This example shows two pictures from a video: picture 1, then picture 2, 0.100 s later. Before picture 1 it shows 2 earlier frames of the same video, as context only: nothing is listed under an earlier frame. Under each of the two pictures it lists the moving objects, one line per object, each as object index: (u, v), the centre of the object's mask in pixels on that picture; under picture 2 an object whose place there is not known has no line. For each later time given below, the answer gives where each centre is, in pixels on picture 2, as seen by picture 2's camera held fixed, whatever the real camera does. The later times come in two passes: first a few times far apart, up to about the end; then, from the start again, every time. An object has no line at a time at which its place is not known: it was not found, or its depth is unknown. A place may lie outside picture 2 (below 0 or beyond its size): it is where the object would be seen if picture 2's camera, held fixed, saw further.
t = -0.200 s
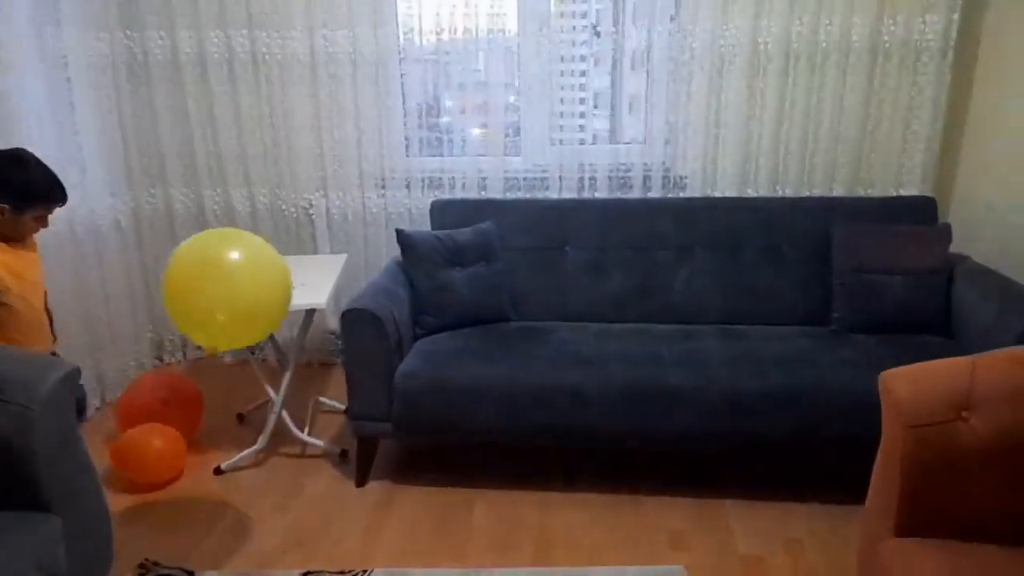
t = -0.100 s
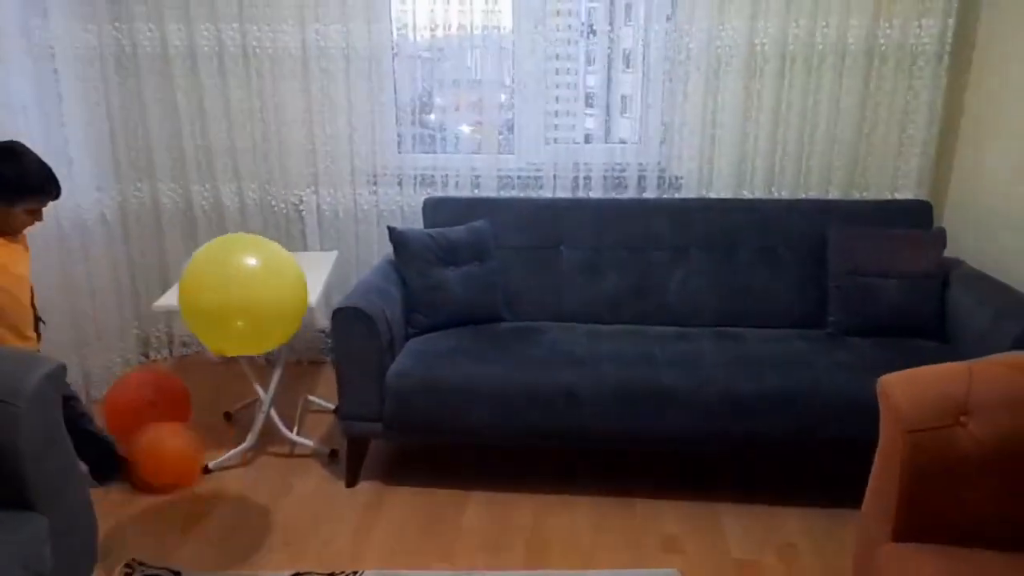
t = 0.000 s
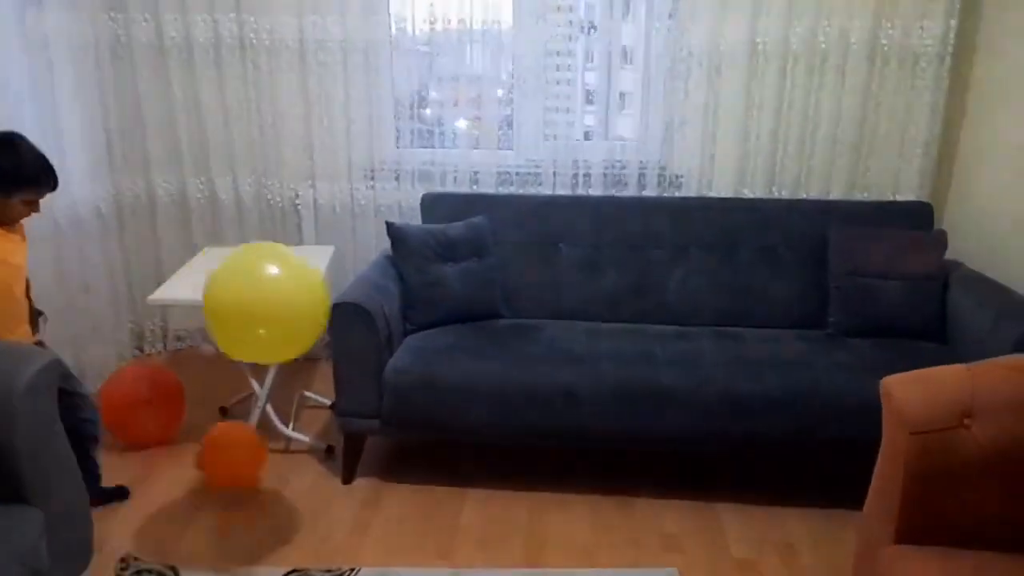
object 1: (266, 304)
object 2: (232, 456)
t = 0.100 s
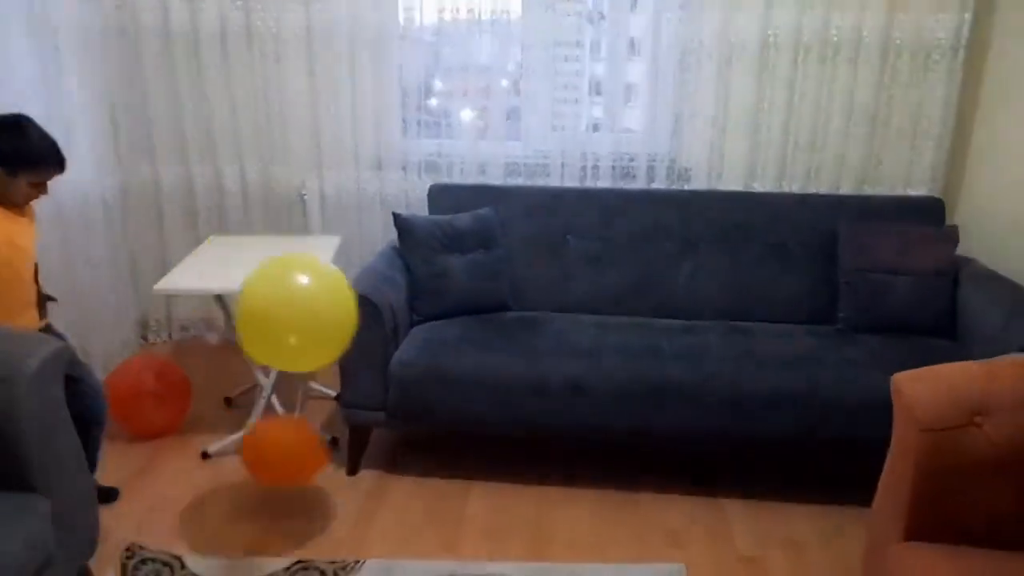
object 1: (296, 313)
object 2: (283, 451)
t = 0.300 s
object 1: (336, 360)
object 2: (376, 485)
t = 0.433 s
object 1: (360, 397)
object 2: (422, 526)
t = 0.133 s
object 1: (303, 320)
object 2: (296, 454)
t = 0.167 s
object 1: (310, 327)
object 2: (313, 458)
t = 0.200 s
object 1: (317, 335)
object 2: (331, 464)
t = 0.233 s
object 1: (325, 342)
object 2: (347, 470)
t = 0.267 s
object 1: (331, 350)
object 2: (360, 477)
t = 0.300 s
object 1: (336, 360)
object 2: (376, 485)
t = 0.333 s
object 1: (343, 369)
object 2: (391, 494)
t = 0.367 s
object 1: (348, 378)
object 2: (402, 503)
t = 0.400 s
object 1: (355, 387)
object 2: (412, 511)
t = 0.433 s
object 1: (360, 397)
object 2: (422, 526)
